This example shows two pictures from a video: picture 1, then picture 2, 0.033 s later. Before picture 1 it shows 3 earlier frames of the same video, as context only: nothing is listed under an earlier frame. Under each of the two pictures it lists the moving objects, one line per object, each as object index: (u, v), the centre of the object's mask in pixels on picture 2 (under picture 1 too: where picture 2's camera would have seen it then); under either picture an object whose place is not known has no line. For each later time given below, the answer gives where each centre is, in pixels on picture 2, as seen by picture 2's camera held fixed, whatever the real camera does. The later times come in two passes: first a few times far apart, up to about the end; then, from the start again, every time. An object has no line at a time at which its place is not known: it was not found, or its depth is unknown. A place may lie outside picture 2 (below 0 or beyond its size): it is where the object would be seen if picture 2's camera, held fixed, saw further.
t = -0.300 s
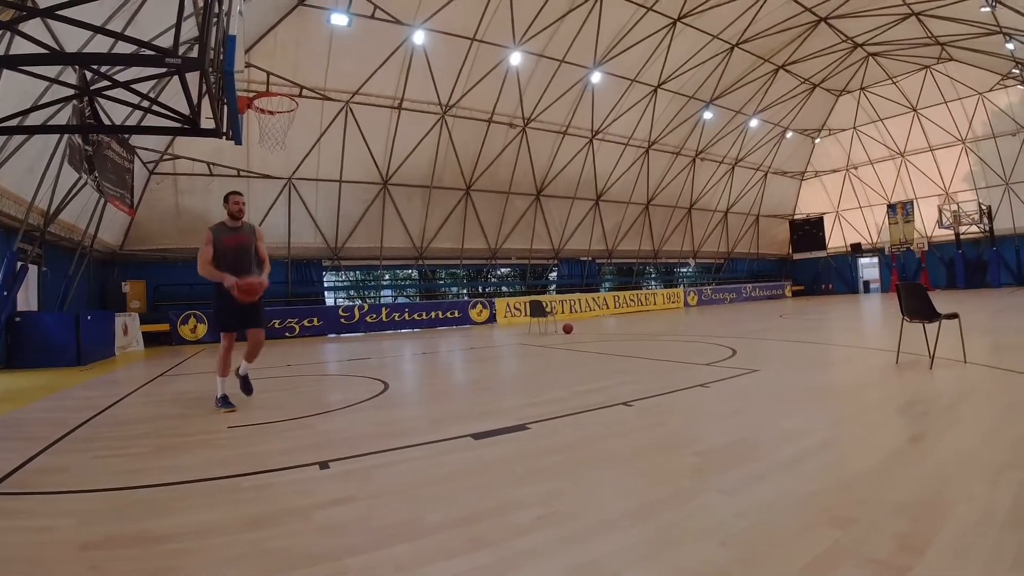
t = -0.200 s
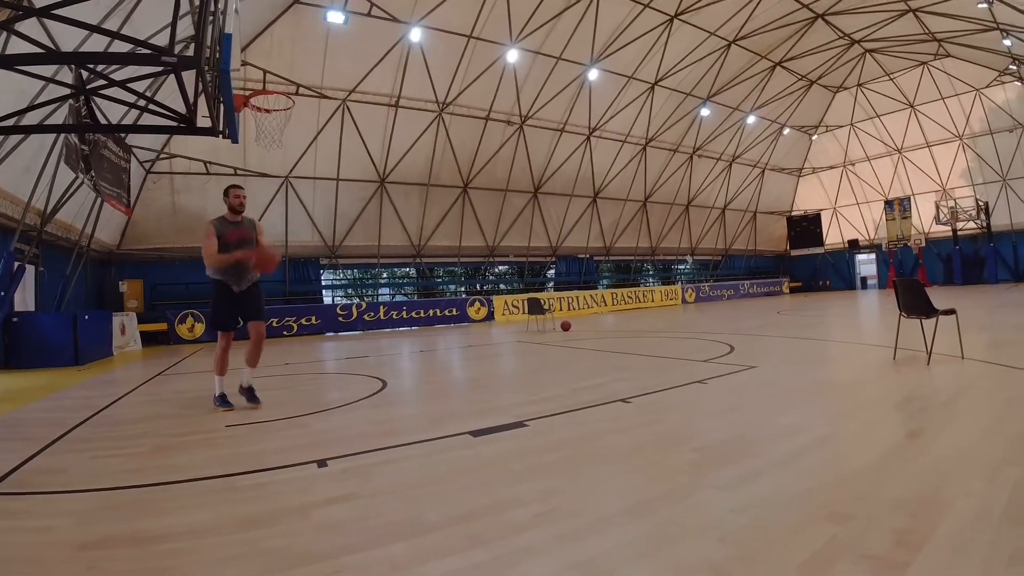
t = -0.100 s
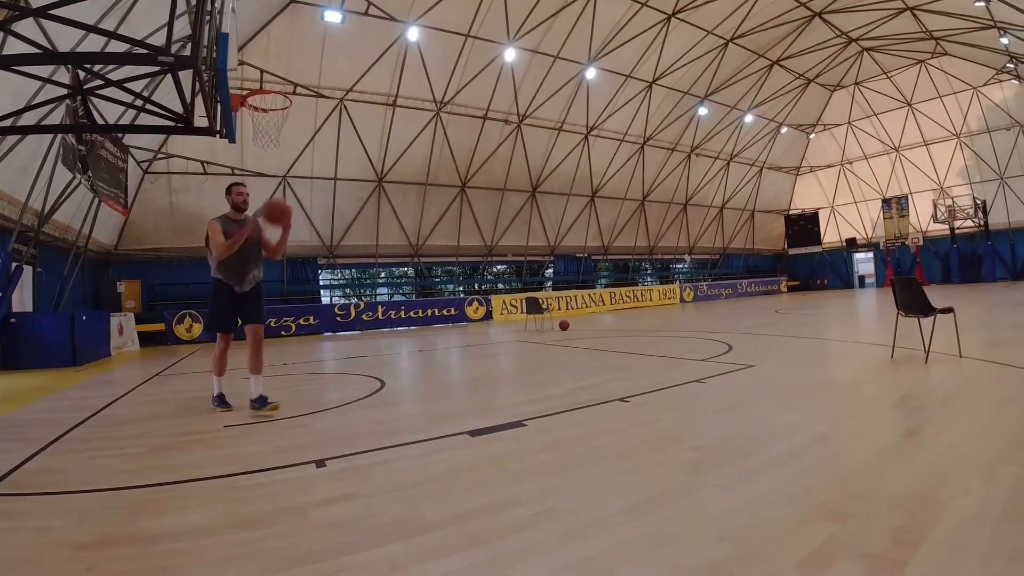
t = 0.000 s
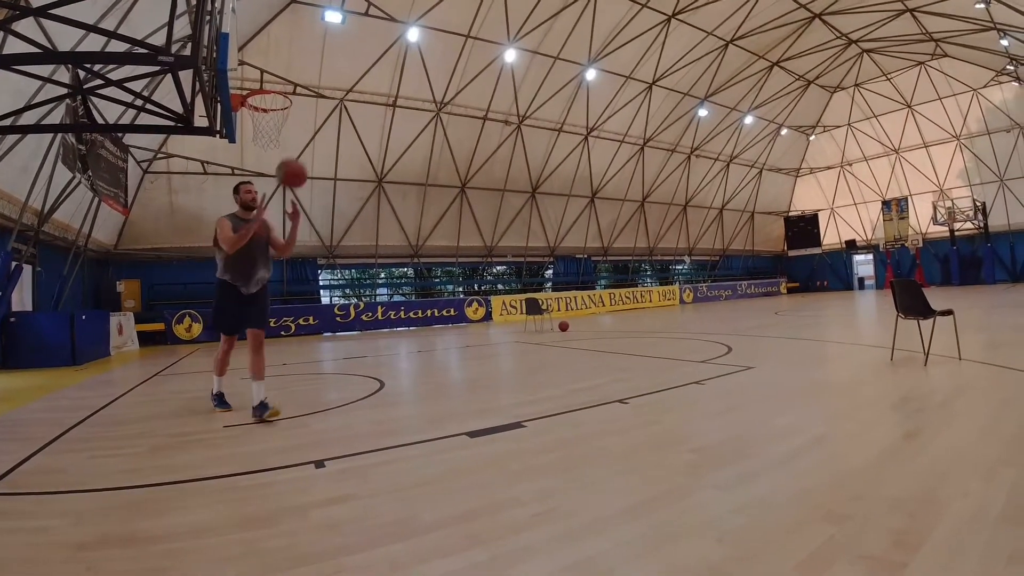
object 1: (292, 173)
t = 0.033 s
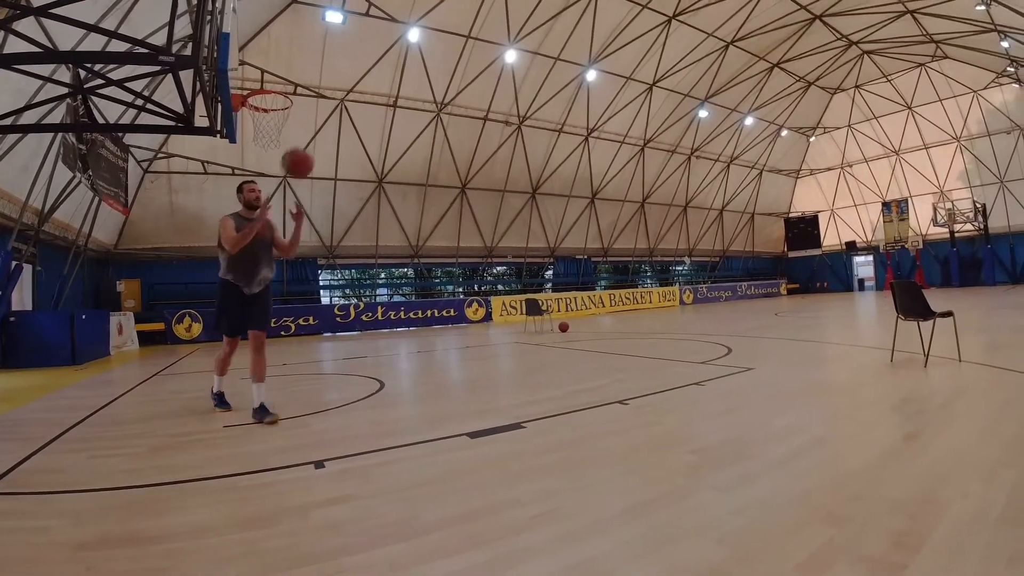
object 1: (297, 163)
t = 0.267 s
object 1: (338, 124)
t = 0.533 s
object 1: (393, 167)
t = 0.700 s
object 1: (441, 263)
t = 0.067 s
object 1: (303, 154)
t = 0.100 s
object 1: (308, 146)
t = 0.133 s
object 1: (314, 139)
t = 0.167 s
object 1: (320, 133)
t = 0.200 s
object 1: (326, 129)
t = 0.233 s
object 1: (332, 126)
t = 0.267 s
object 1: (338, 124)
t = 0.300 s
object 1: (344, 124)
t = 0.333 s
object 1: (350, 125)
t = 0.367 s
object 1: (357, 127)
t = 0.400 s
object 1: (363, 132)
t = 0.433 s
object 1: (370, 138)
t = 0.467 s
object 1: (377, 145)
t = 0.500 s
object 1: (384, 155)
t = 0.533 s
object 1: (393, 167)
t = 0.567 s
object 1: (402, 181)
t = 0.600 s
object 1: (410, 198)
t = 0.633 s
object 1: (421, 217)
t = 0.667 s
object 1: (430, 236)
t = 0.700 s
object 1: (441, 263)
